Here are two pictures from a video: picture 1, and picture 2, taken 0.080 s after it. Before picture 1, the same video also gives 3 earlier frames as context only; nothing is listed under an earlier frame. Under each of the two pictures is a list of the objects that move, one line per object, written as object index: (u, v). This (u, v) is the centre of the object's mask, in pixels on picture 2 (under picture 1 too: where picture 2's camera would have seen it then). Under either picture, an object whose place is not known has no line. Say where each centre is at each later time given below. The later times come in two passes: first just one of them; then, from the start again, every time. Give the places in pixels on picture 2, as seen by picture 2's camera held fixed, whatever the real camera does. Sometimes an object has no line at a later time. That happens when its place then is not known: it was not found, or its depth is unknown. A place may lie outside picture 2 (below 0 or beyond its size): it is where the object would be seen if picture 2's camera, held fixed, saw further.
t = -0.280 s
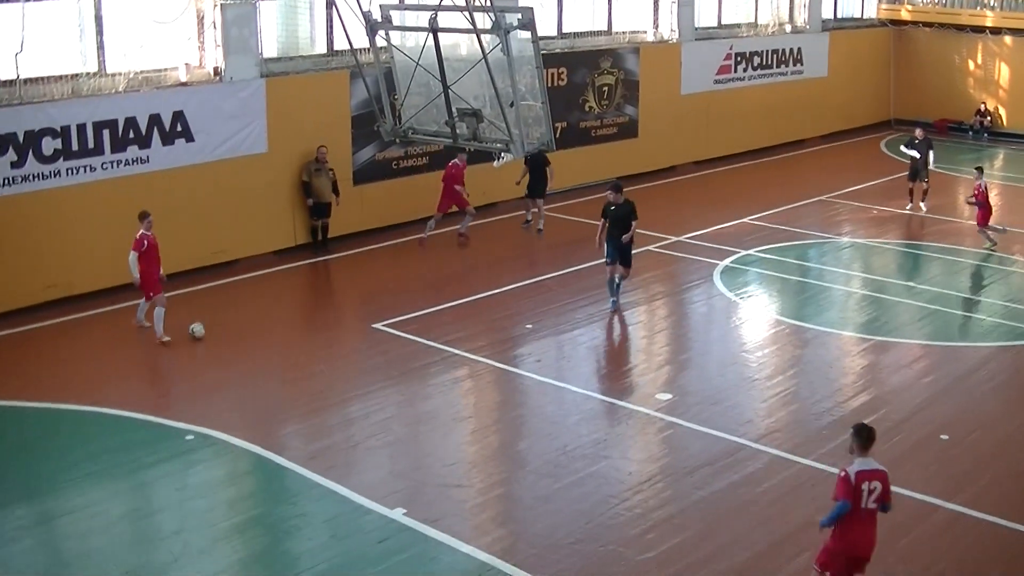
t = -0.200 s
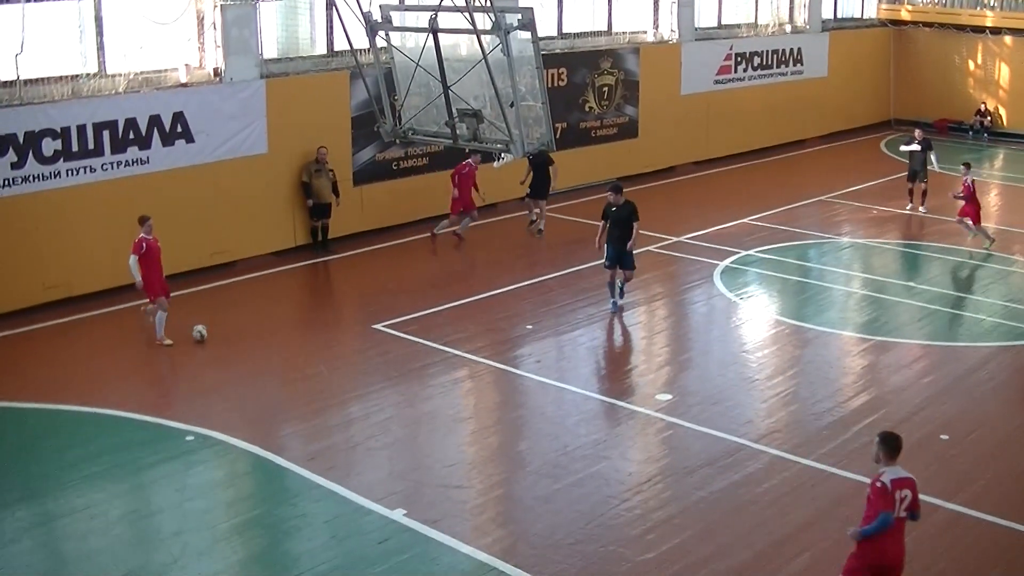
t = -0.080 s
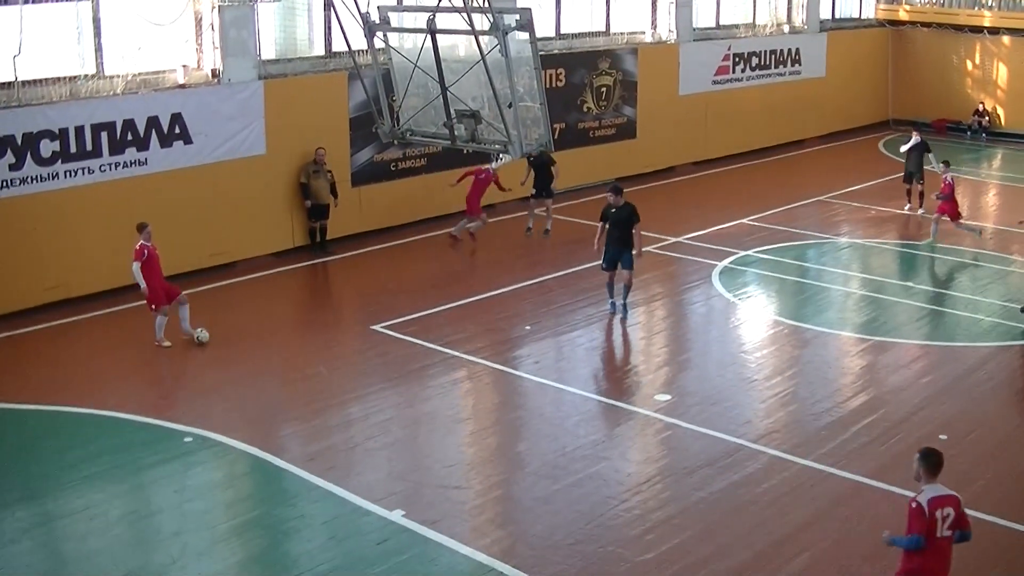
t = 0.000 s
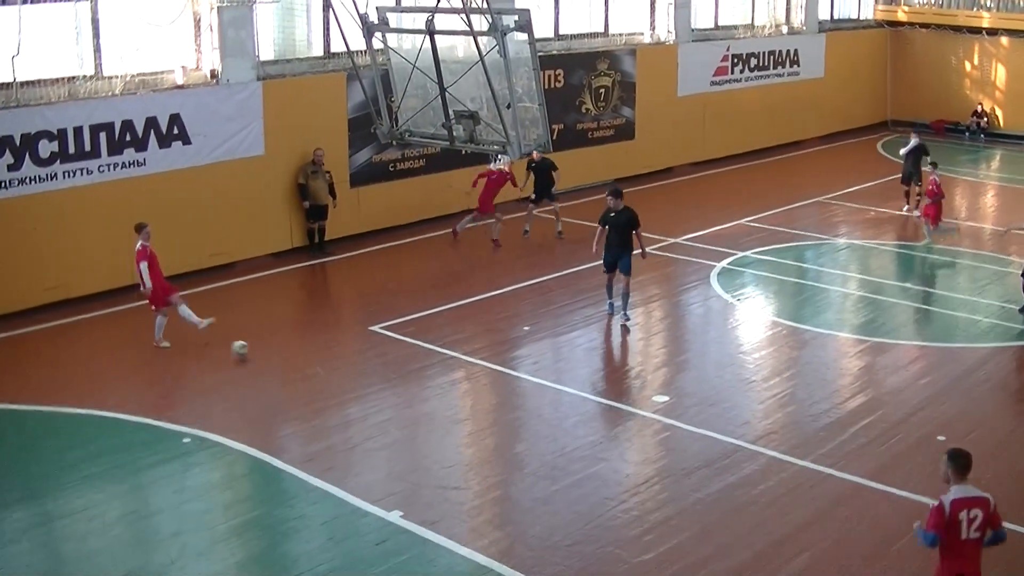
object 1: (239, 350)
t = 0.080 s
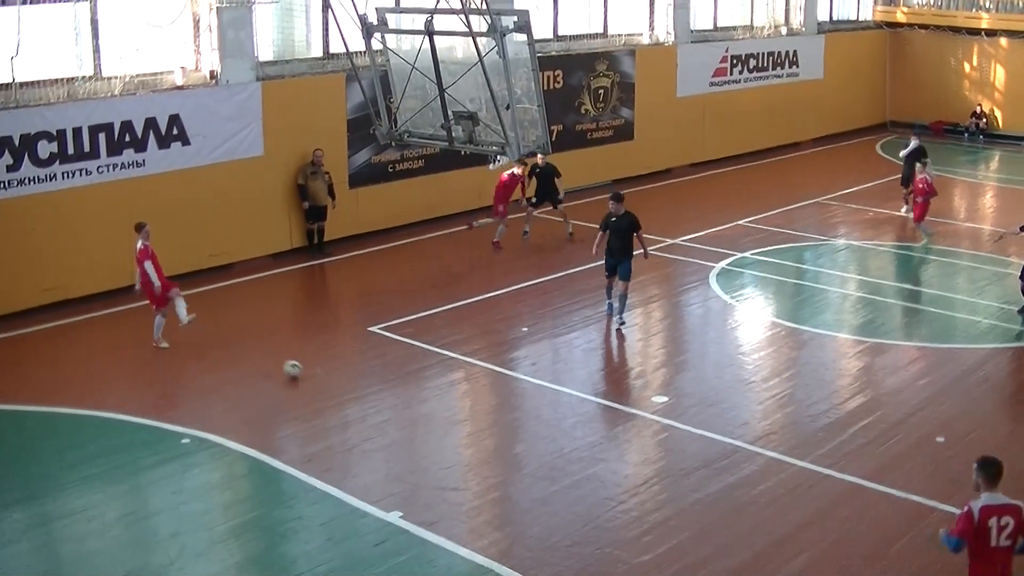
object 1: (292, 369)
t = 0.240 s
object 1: (404, 408)
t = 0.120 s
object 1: (320, 377)
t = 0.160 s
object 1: (348, 388)
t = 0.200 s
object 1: (375, 397)
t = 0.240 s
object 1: (404, 408)
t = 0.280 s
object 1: (434, 417)
